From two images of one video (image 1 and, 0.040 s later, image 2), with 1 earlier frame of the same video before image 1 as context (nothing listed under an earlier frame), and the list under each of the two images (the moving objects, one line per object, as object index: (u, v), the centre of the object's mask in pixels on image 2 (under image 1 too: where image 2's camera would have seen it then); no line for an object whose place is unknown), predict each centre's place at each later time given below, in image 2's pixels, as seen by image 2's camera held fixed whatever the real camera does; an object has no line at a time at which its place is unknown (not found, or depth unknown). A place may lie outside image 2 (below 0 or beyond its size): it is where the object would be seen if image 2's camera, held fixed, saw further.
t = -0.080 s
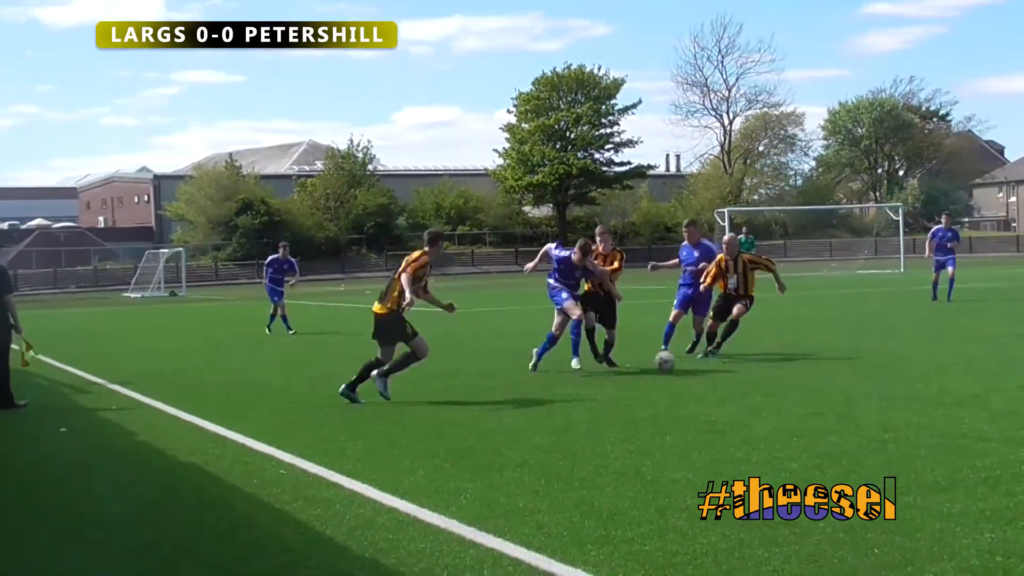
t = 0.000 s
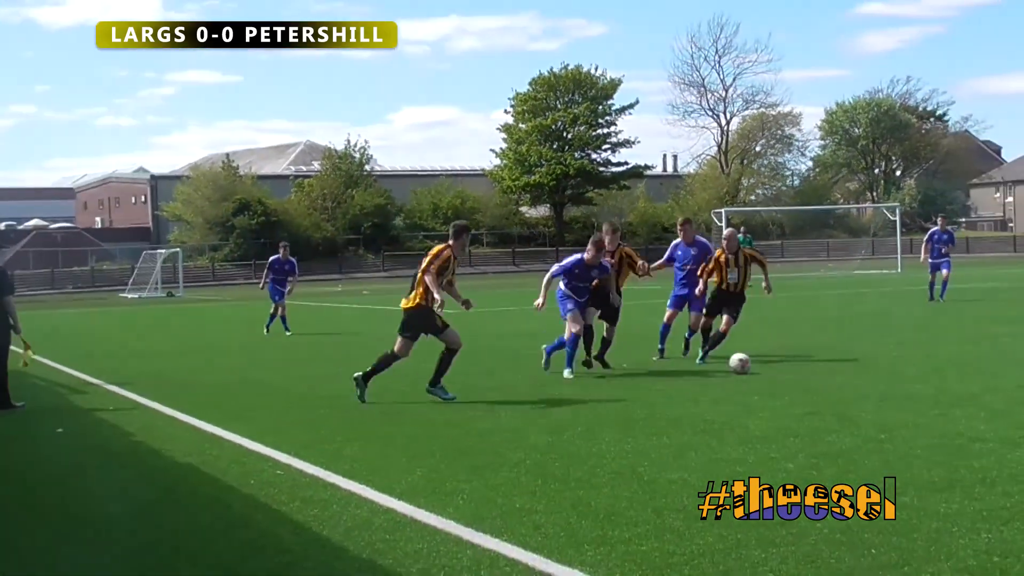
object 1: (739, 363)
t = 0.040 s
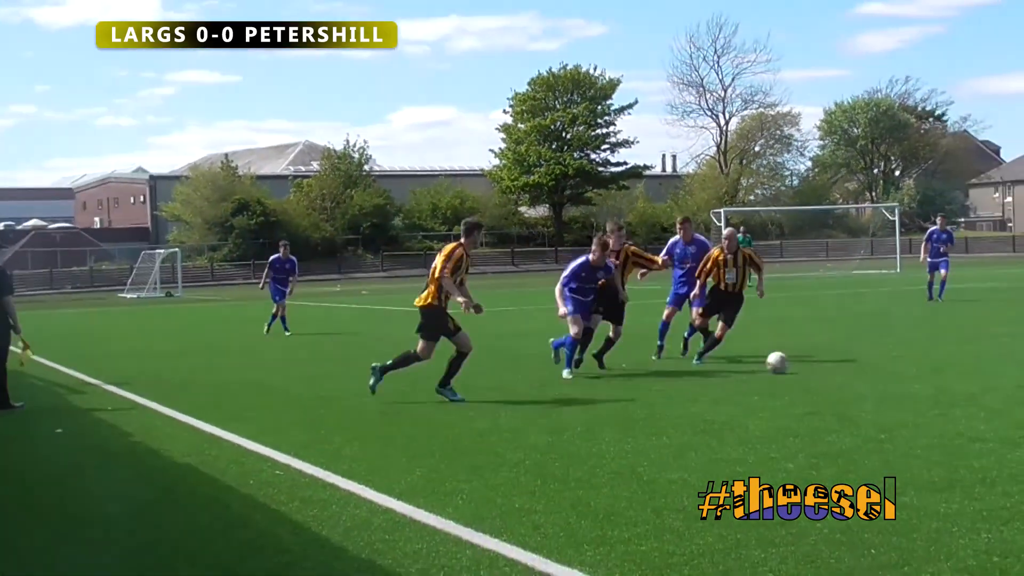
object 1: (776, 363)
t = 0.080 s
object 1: (814, 361)
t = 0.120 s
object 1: (851, 361)
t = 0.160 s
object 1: (889, 362)
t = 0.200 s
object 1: (926, 363)
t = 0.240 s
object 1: (961, 361)
